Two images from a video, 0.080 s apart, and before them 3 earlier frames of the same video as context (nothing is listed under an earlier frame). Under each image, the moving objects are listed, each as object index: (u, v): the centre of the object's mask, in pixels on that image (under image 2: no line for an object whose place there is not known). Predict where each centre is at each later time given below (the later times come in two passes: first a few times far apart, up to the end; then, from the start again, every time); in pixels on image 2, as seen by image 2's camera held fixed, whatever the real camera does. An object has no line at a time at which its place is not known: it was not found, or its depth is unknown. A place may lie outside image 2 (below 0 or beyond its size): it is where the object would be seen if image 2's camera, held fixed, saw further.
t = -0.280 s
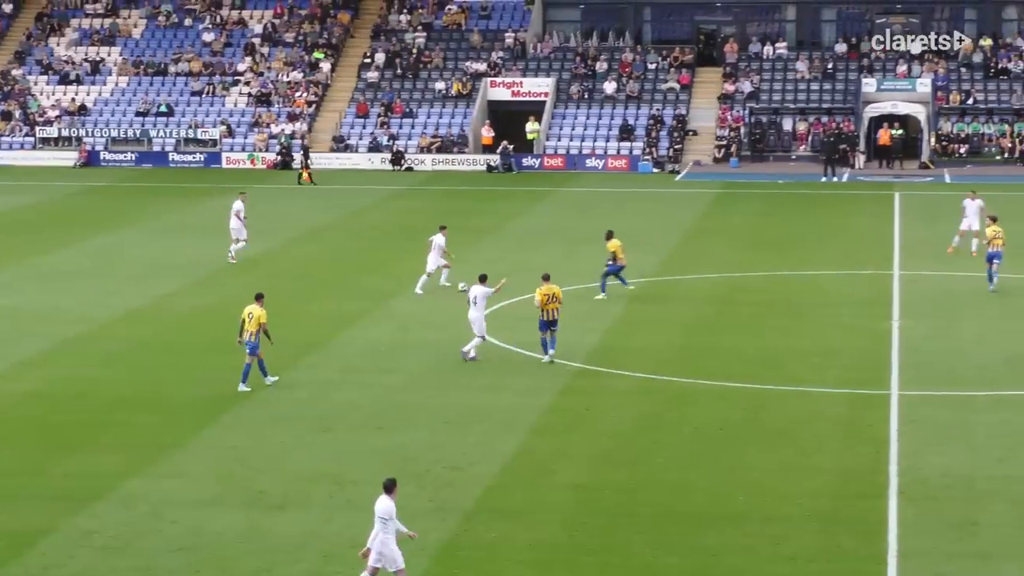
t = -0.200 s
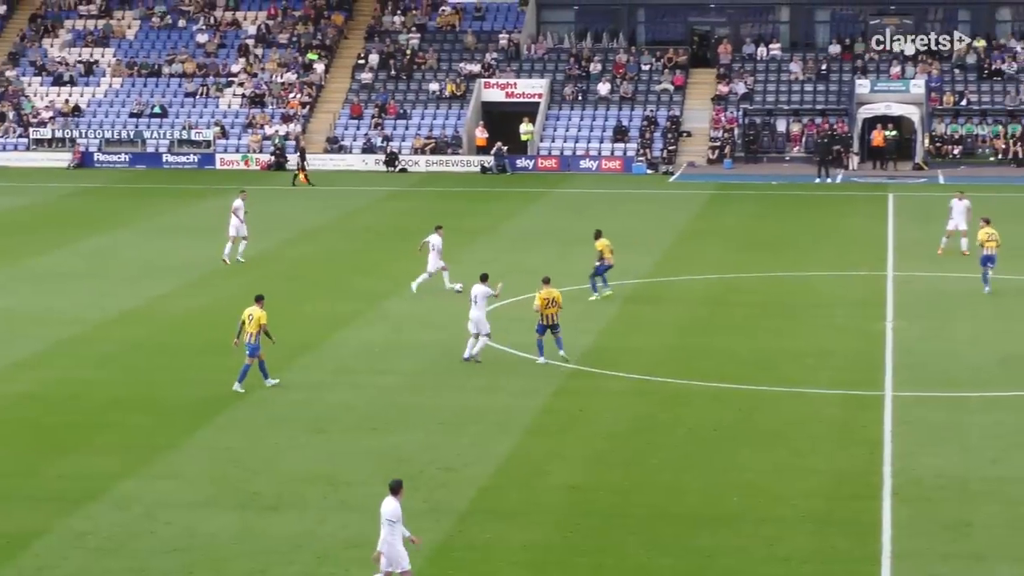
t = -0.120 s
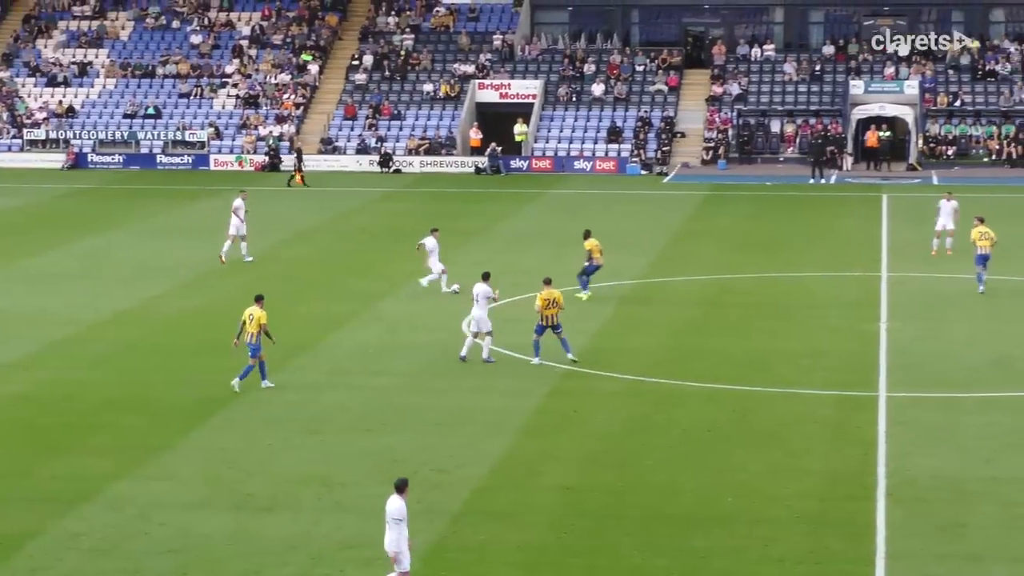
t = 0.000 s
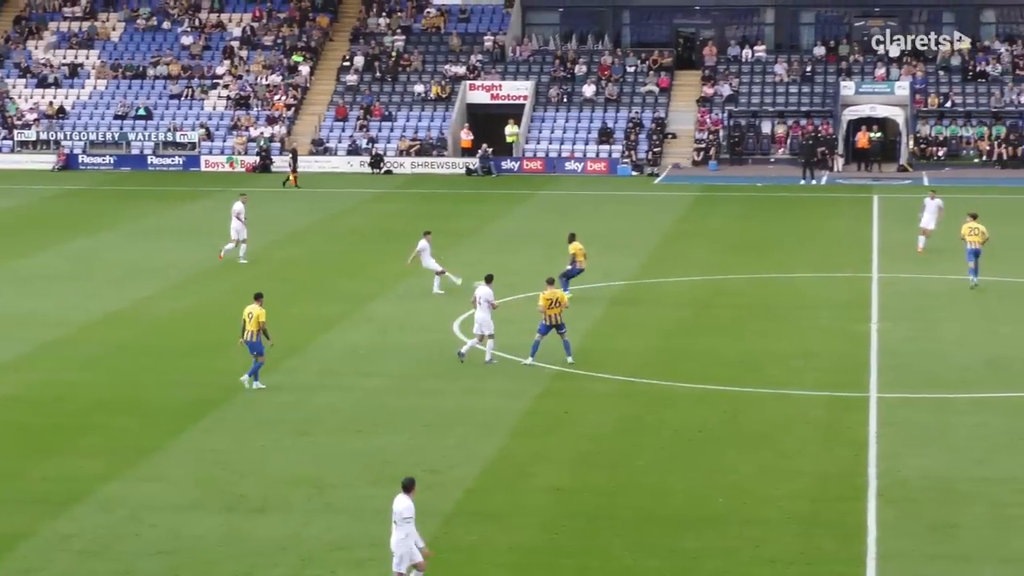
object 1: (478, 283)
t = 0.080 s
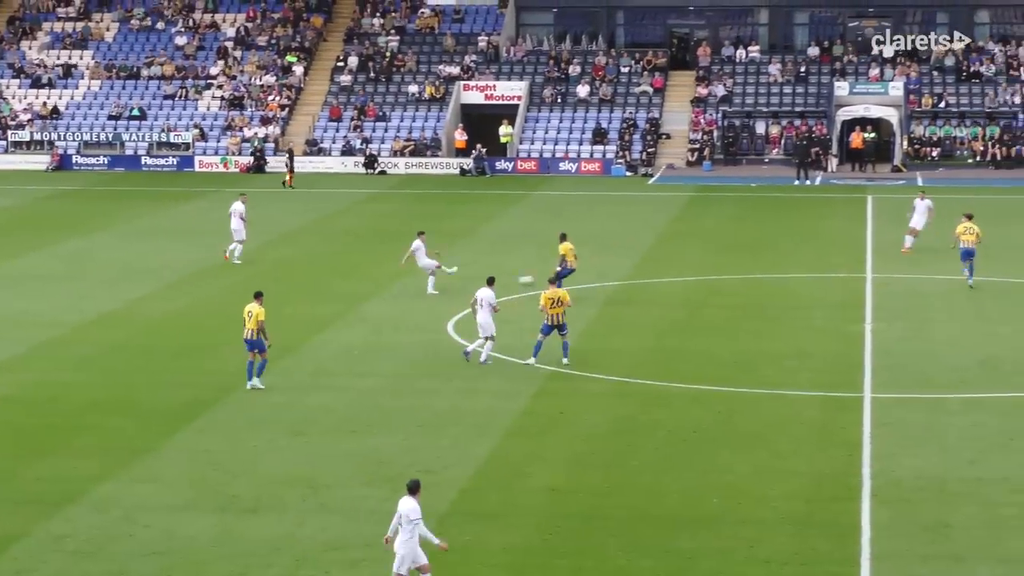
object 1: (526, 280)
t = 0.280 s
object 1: (639, 270)
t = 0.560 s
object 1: (767, 258)
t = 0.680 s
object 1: (814, 253)
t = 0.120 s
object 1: (548, 278)
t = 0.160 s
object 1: (574, 276)
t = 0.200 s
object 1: (596, 274)
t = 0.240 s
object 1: (618, 272)
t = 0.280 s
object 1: (639, 270)
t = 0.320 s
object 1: (658, 269)
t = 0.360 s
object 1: (678, 267)
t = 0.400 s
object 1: (697, 265)
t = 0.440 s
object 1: (715, 263)
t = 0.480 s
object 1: (733, 261)
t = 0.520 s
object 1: (751, 260)
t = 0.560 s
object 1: (767, 258)
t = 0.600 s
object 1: (783, 256)
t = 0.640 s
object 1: (799, 255)
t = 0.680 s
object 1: (814, 253)
